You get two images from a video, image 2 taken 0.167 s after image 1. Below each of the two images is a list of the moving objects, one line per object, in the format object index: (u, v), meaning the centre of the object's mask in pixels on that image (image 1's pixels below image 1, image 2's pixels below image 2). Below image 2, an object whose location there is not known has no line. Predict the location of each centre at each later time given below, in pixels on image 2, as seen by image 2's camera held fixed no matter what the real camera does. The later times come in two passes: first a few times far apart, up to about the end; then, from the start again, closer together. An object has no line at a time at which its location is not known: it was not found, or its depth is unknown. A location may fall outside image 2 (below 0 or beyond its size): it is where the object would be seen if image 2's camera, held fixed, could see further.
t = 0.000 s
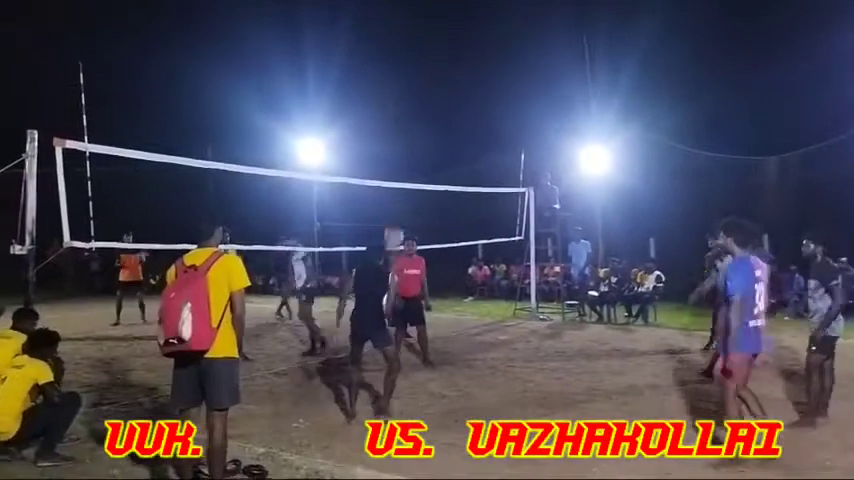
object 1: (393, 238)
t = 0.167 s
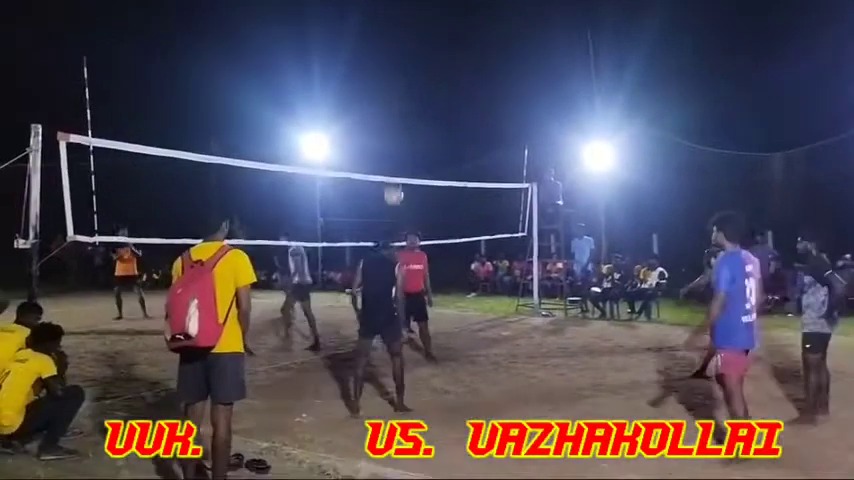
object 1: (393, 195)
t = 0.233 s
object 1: (392, 186)
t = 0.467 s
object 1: (389, 187)
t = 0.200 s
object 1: (393, 191)
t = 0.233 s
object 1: (392, 186)
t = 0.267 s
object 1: (391, 185)
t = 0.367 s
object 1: (390, 181)
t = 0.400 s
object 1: (390, 182)
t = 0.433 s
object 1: (389, 184)
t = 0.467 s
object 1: (389, 187)
